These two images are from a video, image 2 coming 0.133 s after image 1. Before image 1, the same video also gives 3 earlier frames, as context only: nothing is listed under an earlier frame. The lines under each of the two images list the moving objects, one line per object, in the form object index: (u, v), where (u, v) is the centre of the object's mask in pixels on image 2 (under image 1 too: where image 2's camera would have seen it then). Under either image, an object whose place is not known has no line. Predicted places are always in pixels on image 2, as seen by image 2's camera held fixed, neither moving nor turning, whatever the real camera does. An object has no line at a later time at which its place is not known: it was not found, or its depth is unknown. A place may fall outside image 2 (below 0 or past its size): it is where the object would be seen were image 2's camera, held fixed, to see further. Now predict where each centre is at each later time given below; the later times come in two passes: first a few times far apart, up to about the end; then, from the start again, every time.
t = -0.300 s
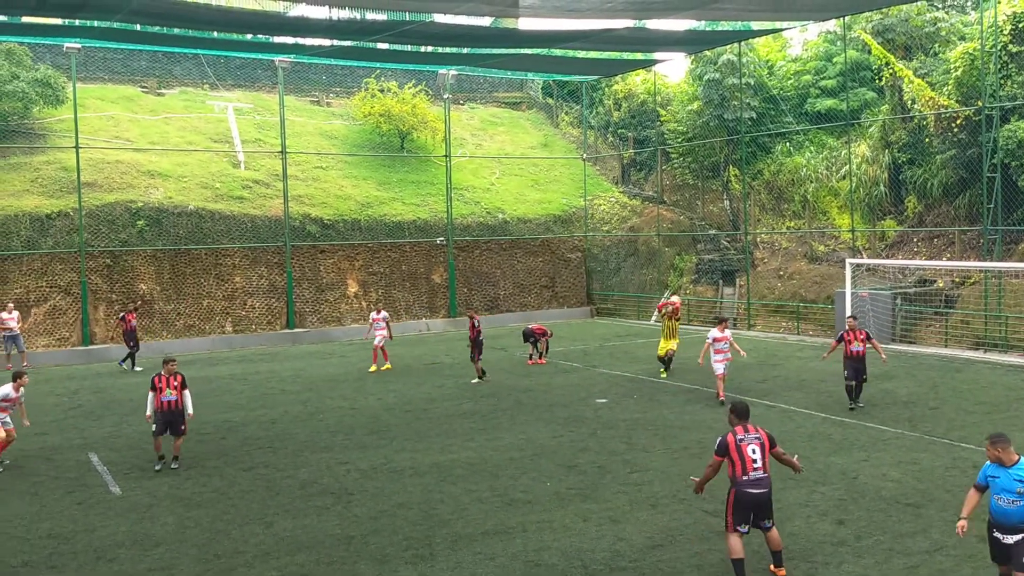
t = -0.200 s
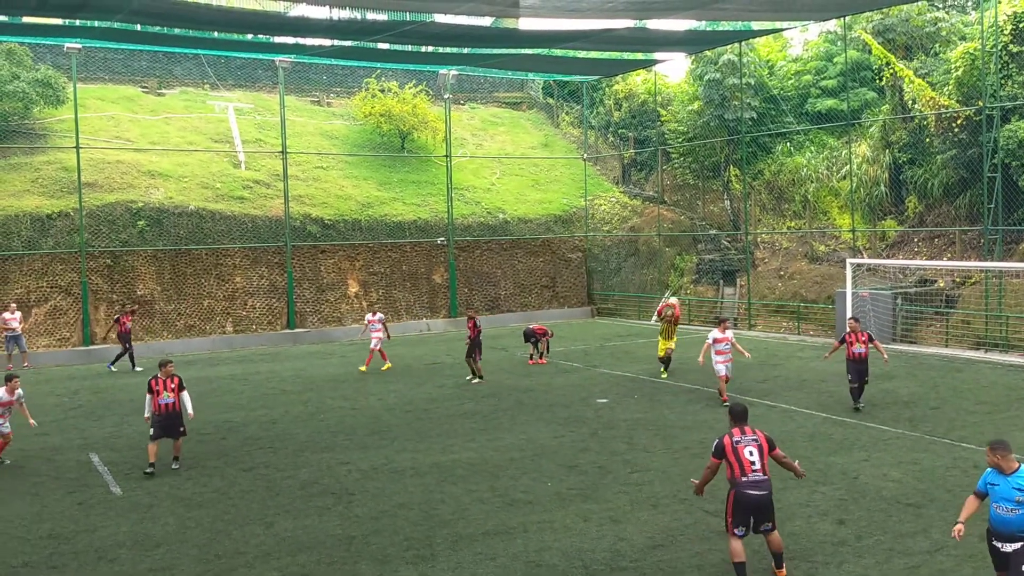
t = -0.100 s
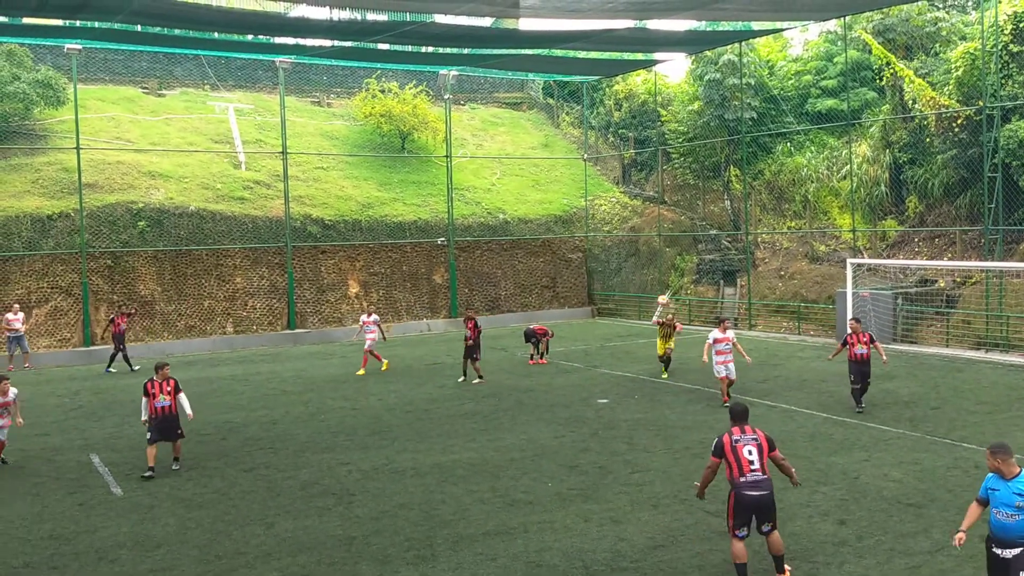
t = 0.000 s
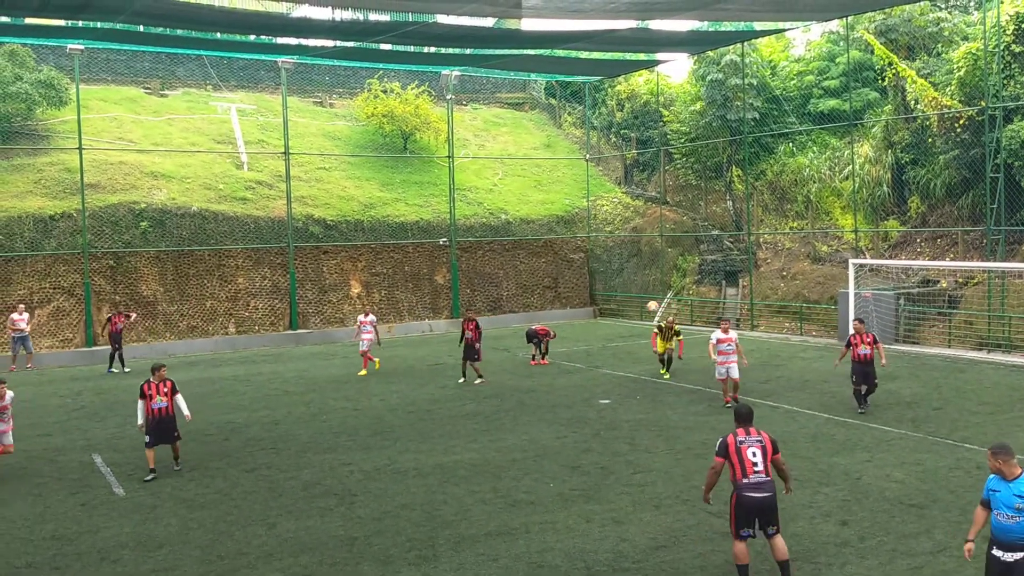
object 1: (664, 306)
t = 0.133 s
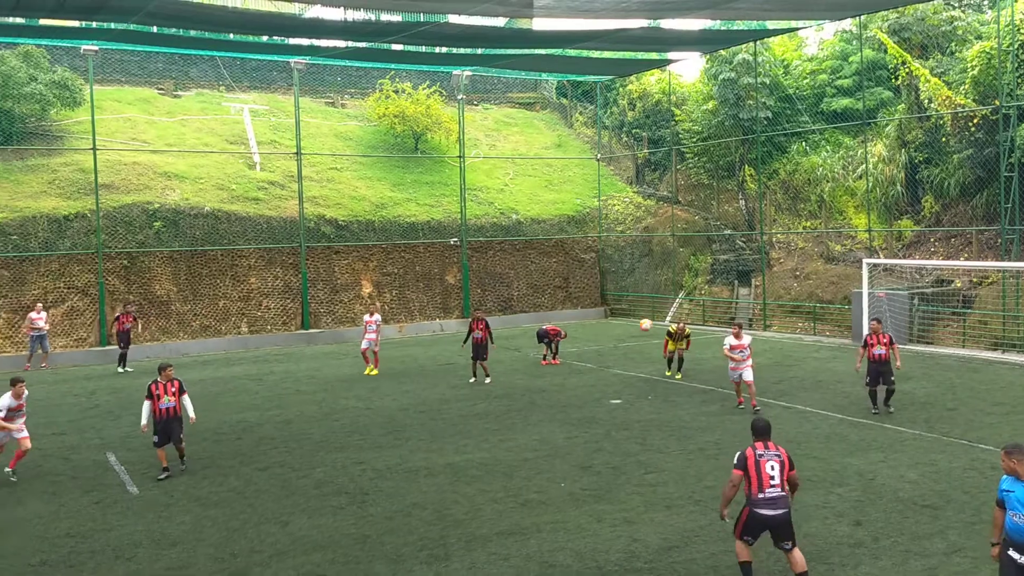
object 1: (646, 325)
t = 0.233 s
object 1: (631, 347)
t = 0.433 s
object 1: (594, 421)
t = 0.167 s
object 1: (641, 331)
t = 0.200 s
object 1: (636, 339)
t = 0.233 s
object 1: (631, 347)
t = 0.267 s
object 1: (626, 356)
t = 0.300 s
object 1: (620, 367)
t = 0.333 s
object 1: (614, 379)
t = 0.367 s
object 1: (608, 391)
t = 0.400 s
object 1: (601, 405)
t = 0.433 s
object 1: (594, 421)
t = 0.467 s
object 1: (587, 438)
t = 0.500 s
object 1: (579, 457)
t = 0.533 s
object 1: (571, 479)
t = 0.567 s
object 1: (564, 477)
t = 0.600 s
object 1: (557, 474)
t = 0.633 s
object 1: (549, 472)
